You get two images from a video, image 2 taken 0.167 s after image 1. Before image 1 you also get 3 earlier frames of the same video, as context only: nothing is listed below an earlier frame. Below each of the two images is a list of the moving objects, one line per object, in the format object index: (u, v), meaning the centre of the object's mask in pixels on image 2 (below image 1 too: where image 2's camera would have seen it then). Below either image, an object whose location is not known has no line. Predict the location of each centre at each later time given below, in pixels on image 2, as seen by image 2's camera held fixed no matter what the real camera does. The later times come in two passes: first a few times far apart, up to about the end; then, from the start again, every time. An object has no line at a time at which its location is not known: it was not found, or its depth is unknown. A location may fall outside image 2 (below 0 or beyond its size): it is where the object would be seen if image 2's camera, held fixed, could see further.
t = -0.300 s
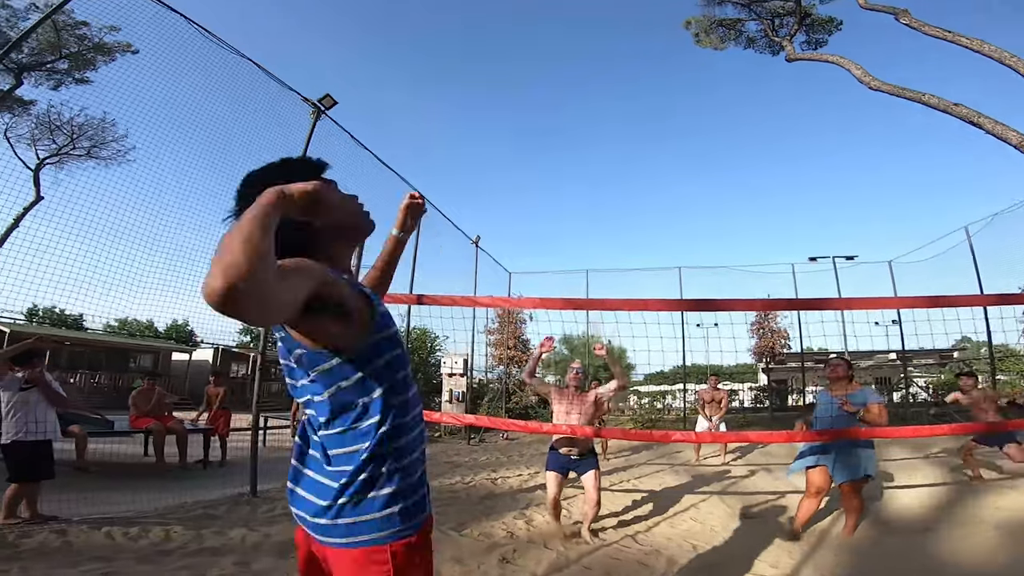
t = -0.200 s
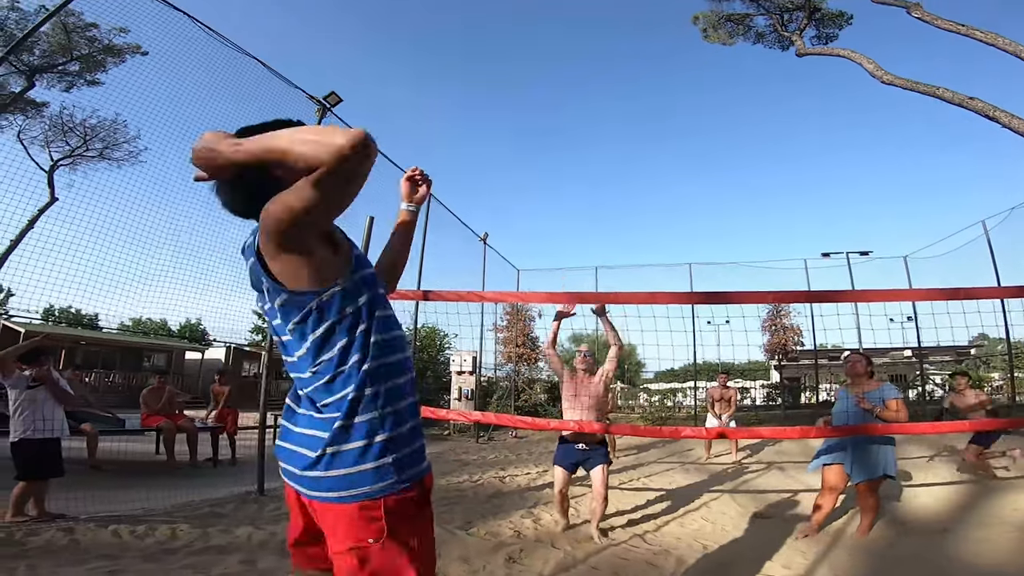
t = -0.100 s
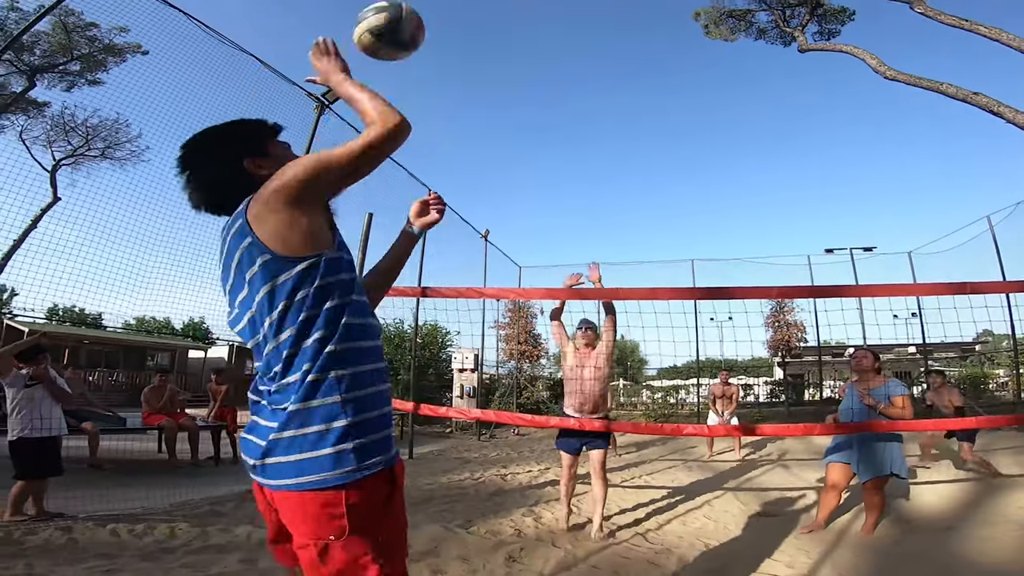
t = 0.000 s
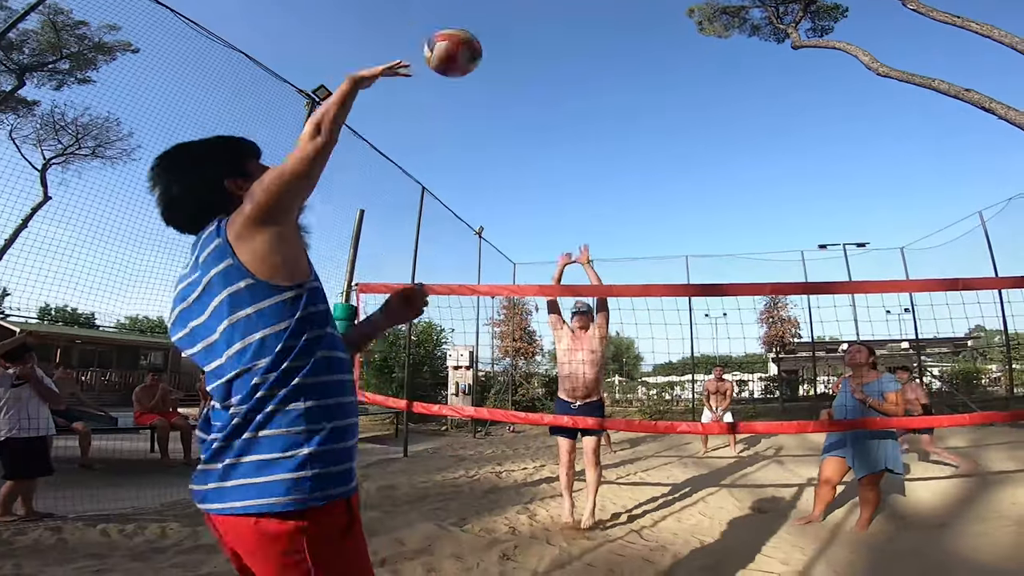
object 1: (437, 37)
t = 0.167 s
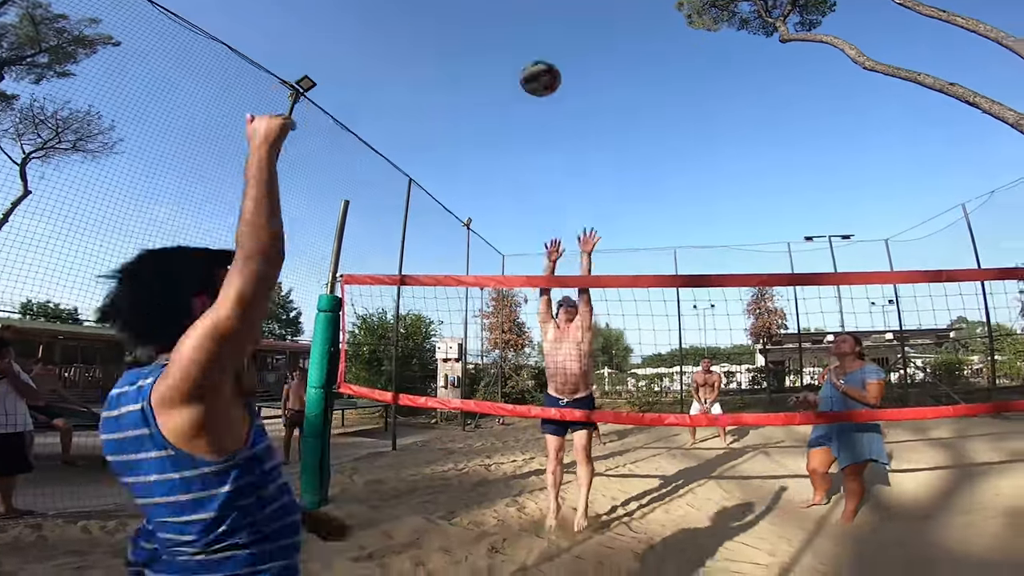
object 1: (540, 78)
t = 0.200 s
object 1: (554, 89)
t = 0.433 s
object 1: (624, 173)
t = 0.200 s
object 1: (554, 89)
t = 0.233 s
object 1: (567, 99)
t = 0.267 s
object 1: (578, 110)
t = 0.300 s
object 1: (589, 122)
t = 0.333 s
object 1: (599, 133)
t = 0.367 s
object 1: (608, 146)
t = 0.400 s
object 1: (616, 159)
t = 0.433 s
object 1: (624, 173)
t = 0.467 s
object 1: (632, 188)
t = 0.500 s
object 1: (639, 204)
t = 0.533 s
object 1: (646, 219)
